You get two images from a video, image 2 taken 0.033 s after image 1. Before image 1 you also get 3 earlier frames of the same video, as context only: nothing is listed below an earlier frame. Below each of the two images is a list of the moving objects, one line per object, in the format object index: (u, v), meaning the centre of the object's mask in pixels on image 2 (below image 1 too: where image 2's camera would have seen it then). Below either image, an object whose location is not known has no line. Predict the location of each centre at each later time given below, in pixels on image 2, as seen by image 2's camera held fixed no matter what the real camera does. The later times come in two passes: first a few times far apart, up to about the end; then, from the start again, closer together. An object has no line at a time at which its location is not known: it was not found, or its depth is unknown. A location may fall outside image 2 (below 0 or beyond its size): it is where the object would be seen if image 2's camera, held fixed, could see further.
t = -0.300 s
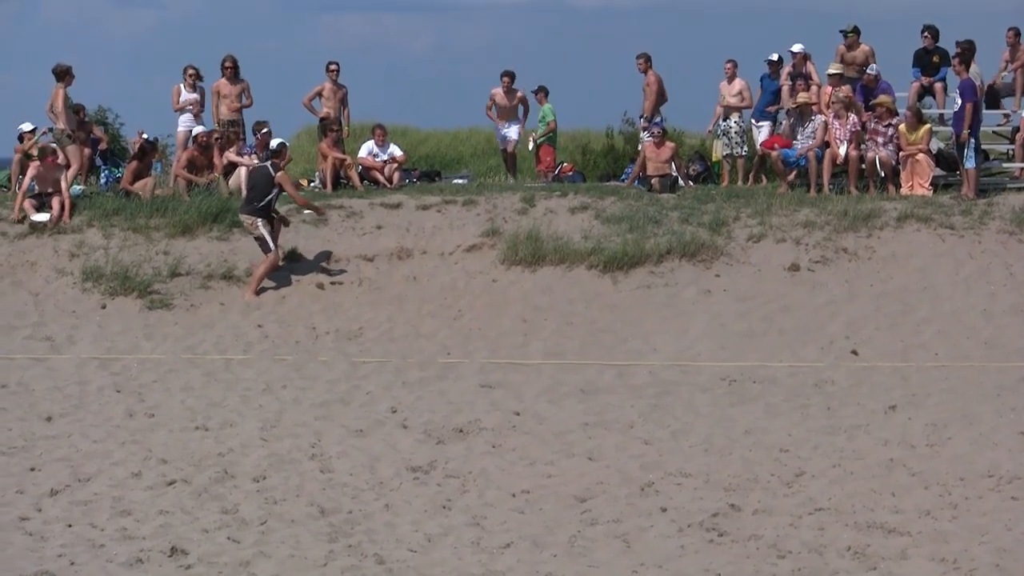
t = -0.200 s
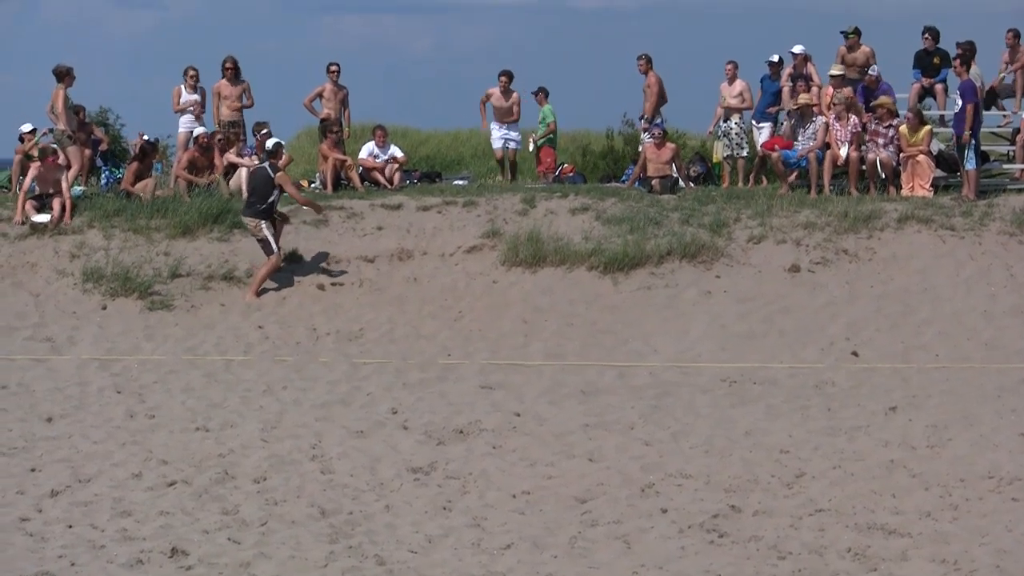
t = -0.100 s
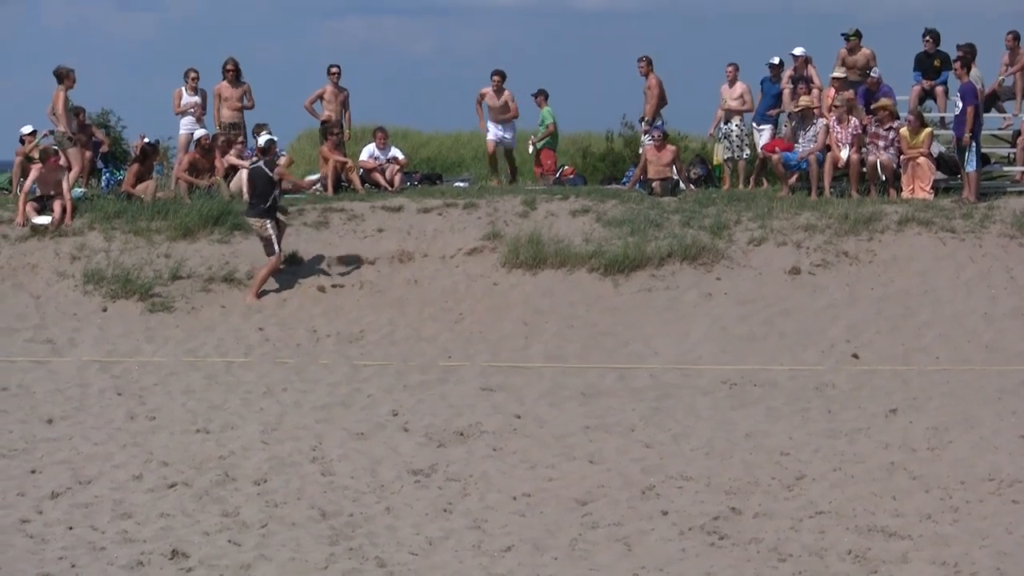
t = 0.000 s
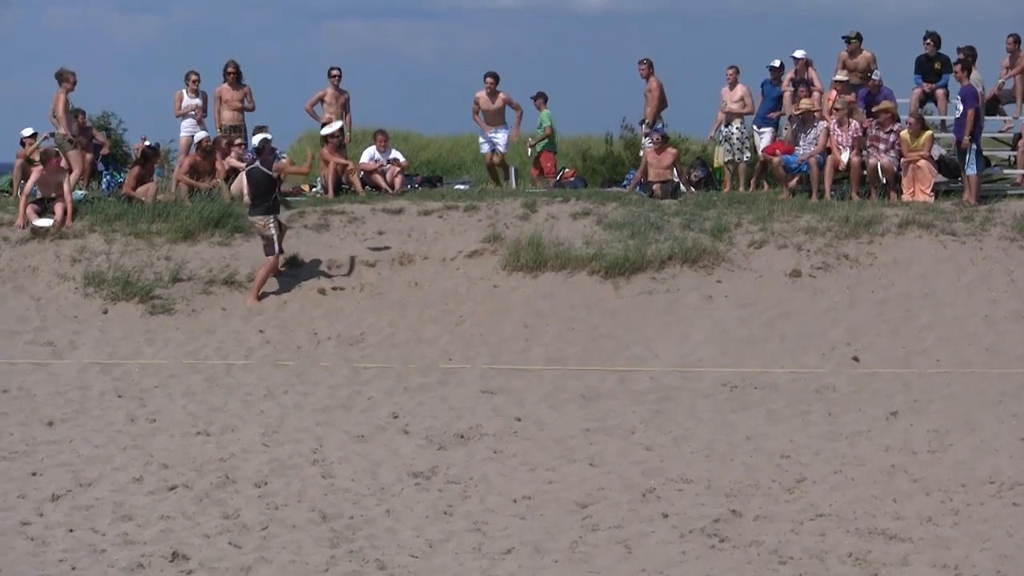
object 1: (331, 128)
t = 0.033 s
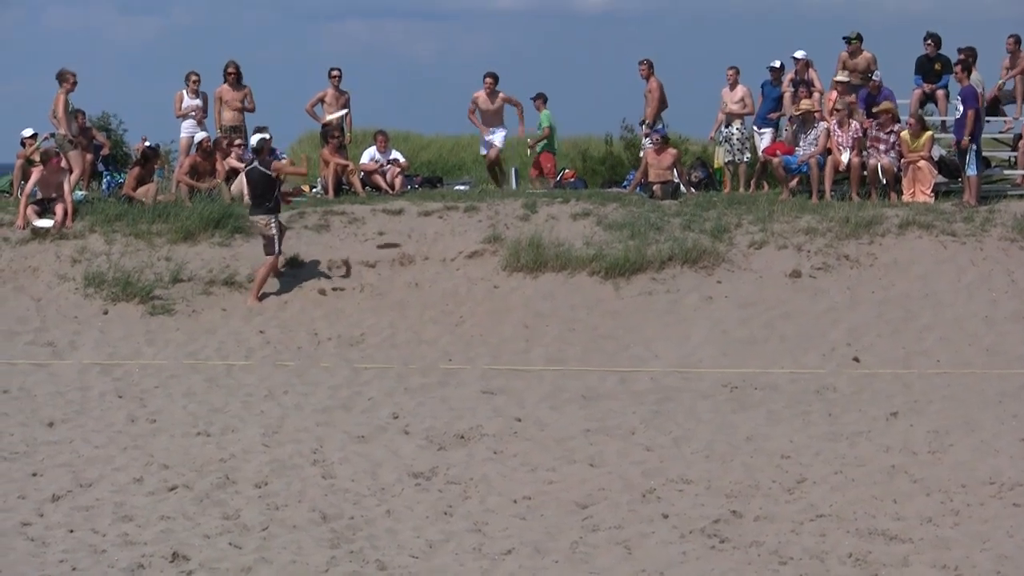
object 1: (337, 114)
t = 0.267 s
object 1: (376, 59)
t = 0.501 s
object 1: (416, 59)
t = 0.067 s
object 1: (342, 102)
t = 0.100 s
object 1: (348, 92)
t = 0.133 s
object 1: (353, 82)
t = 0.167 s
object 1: (359, 75)
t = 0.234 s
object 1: (370, 63)
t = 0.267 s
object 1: (376, 59)
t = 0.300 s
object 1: (382, 55)
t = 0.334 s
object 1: (387, 54)
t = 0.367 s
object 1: (393, 53)
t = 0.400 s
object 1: (399, 53)
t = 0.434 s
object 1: (405, 54)
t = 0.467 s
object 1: (411, 56)
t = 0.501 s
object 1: (416, 59)
